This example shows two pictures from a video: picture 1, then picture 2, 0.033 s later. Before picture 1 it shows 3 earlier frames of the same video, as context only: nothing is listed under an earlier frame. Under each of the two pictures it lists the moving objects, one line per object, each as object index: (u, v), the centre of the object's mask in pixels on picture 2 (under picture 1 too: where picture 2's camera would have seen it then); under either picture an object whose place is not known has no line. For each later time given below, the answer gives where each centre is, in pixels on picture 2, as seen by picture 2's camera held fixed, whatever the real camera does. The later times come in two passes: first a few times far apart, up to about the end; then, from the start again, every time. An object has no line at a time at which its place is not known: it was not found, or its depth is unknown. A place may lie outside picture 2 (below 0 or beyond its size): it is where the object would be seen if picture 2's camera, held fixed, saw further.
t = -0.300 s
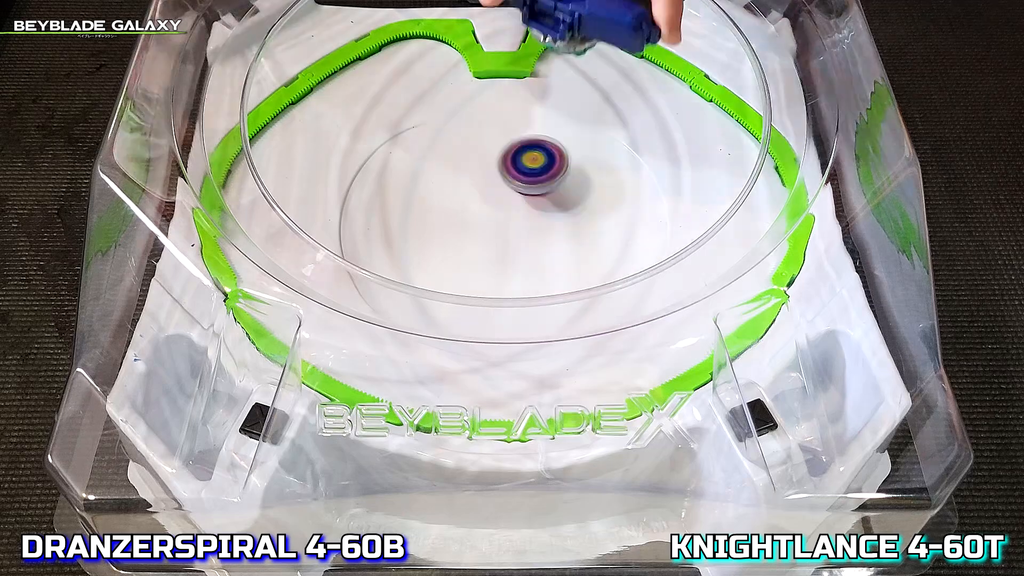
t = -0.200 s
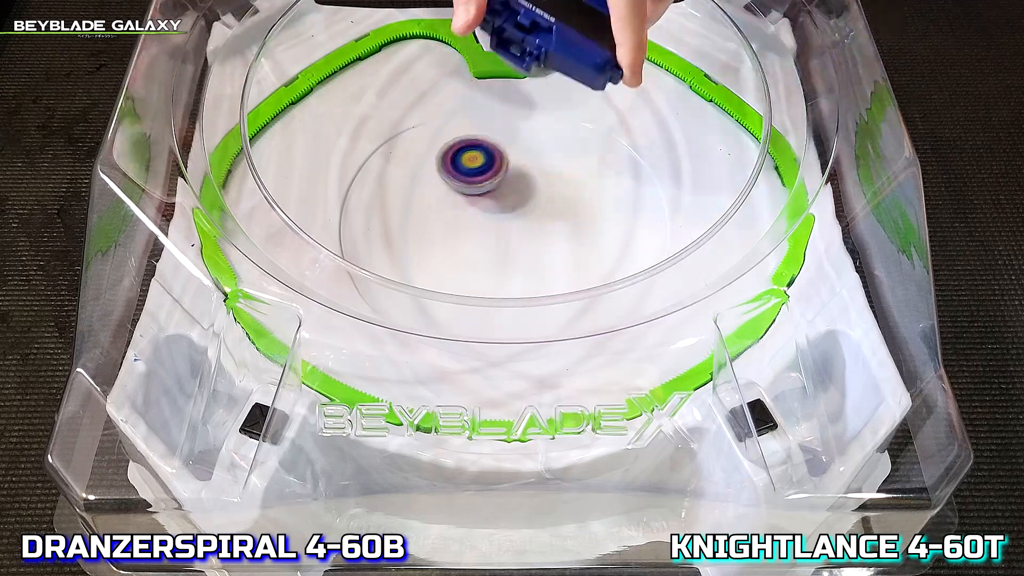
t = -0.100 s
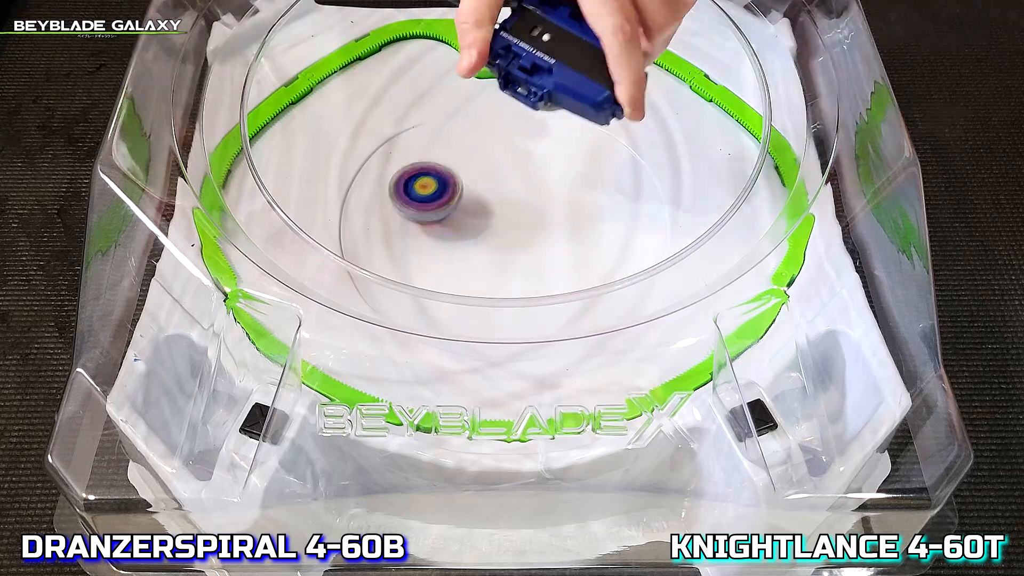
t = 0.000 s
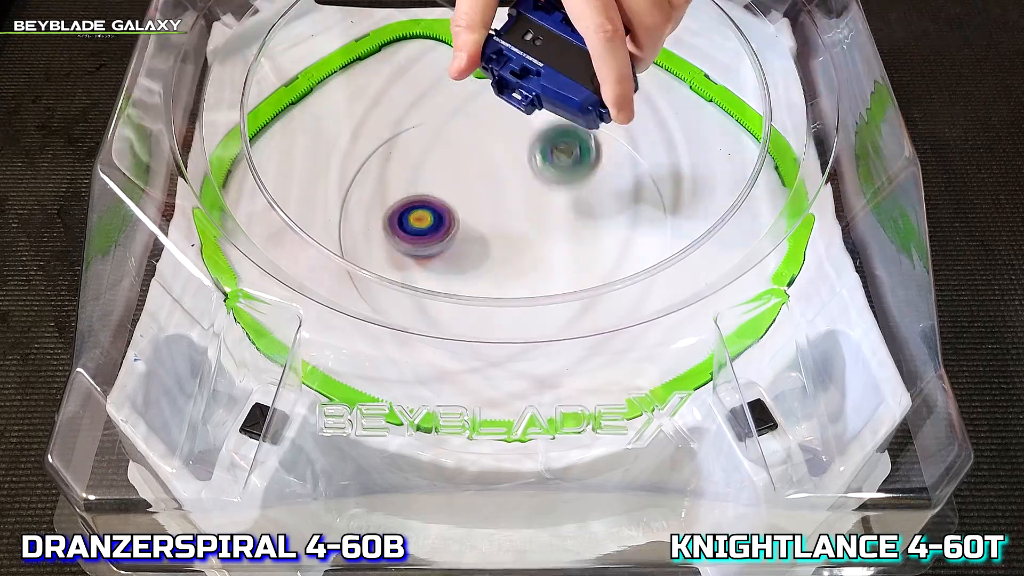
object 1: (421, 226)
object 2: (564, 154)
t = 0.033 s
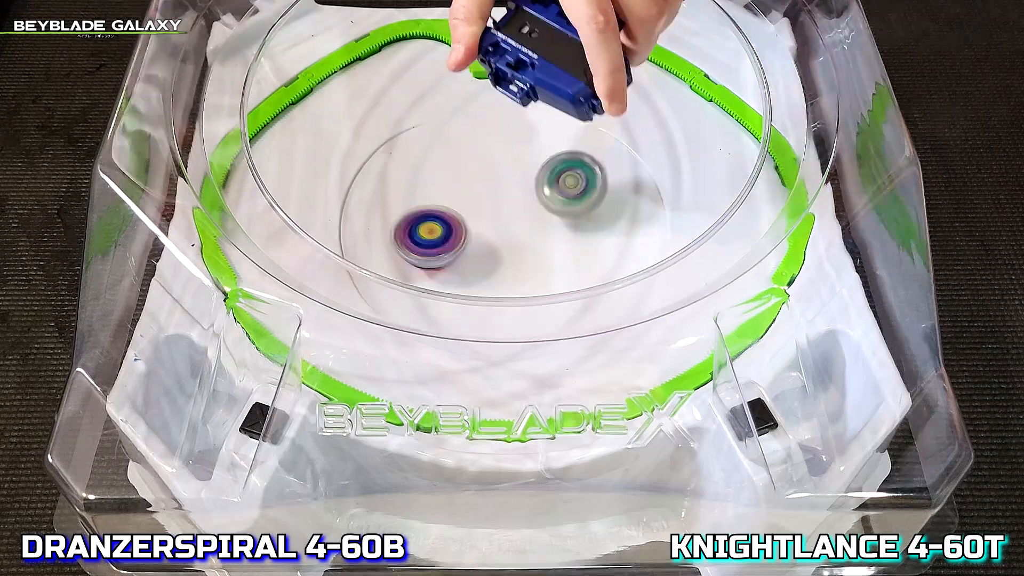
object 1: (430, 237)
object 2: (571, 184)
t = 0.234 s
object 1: (525, 272)
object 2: (631, 232)
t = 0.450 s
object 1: (431, 193)
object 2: (774, 195)
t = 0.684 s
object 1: (266, 141)
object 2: (501, 124)
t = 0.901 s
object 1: (241, 153)
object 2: (677, 167)
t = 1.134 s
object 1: (281, 198)
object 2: (721, 85)
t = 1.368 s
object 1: (323, 193)
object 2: (609, 141)
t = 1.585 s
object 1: (403, 192)
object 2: (556, 290)
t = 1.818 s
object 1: (513, 162)
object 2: (589, 351)
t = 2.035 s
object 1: (537, 127)
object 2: (611, 347)
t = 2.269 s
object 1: (524, 134)
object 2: (653, 286)
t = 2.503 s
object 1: (548, 146)
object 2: (686, 77)
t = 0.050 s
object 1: (437, 243)
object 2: (576, 183)
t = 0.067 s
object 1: (443, 249)
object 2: (581, 184)
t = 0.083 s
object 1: (450, 255)
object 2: (586, 189)
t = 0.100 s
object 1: (457, 261)
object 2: (590, 197)
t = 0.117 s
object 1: (464, 264)
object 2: (594, 207)
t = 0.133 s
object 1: (472, 268)
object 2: (599, 212)
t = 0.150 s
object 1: (480, 269)
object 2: (605, 214)
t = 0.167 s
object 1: (488, 271)
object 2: (610, 219)
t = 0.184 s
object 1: (498, 270)
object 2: (614, 224)
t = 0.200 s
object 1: (507, 271)
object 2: (620, 225)
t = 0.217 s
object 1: (516, 271)
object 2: (628, 231)
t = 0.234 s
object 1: (525, 272)
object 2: (631, 232)
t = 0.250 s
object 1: (533, 269)
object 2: (636, 233)
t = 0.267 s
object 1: (542, 267)
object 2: (640, 234)
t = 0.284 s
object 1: (550, 265)
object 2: (644, 233)
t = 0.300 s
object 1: (557, 262)
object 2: (648, 233)
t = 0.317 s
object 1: (564, 258)
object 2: (652, 232)
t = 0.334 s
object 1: (570, 253)
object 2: (656, 231)
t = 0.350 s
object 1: (574, 246)
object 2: (657, 229)
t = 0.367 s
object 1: (568, 240)
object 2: (665, 226)
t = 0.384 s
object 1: (536, 231)
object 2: (695, 221)
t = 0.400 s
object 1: (508, 222)
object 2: (728, 225)
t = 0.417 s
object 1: (480, 213)
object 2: (755, 223)
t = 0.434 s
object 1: (454, 203)
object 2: (781, 222)
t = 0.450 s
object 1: (431, 193)
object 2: (774, 195)
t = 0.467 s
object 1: (409, 184)
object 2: (755, 159)
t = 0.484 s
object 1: (390, 175)
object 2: (735, 135)
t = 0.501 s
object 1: (370, 167)
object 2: (722, 113)
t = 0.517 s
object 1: (355, 160)
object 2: (707, 97)
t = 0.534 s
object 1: (342, 154)
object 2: (692, 84)
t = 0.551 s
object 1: (332, 148)
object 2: (677, 74)
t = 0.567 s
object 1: (322, 144)
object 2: (663, 62)
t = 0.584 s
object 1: (313, 144)
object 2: (643, 46)
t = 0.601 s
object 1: (305, 147)
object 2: (620, 38)
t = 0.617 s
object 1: (297, 145)
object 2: (598, 32)
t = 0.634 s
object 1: (287, 141)
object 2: (575, 28)
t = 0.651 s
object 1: (281, 141)
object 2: (555, 28)
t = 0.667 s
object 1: (277, 143)
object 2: (530, 71)
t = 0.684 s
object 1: (266, 141)
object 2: (501, 124)
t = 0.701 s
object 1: (256, 140)
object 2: (470, 183)
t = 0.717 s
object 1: (249, 141)
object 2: (445, 239)
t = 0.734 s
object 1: (238, 138)
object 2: (414, 283)
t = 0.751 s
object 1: (234, 135)
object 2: (382, 337)
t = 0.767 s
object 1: (235, 137)
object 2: (363, 375)
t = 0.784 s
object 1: (239, 141)
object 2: (401, 352)
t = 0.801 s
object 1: (243, 147)
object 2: (440, 321)
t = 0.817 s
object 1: (243, 148)
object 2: (482, 293)
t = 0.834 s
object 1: (243, 150)
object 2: (525, 262)
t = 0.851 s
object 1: (244, 152)
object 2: (569, 231)
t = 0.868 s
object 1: (244, 152)
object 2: (609, 205)
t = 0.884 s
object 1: (243, 153)
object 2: (644, 185)
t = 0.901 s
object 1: (241, 153)
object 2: (677, 167)
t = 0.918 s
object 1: (238, 155)
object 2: (707, 156)
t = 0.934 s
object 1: (233, 154)
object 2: (735, 147)
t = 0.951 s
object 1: (229, 156)
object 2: (761, 143)
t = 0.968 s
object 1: (233, 159)
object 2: (782, 134)
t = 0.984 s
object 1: (241, 165)
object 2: (801, 115)
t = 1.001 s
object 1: (247, 172)
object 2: (807, 100)
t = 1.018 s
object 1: (251, 175)
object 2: (807, 87)
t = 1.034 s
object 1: (253, 179)
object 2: (799, 76)
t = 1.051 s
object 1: (263, 184)
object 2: (789, 69)
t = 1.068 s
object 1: (265, 186)
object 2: (776, 65)
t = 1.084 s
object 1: (271, 190)
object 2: (763, 66)
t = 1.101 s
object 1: (275, 193)
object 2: (750, 68)
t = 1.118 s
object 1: (279, 195)
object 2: (734, 76)
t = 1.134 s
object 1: (281, 198)
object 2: (721, 85)
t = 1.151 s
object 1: (285, 199)
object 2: (706, 98)
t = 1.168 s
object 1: (287, 200)
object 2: (697, 96)
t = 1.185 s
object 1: (290, 201)
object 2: (691, 88)
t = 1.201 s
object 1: (293, 201)
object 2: (684, 84)
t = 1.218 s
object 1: (296, 201)
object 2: (676, 83)
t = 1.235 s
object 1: (303, 198)
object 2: (668, 85)
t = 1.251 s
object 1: (305, 198)
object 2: (659, 89)
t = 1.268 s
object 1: (306, 197)
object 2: (650, 98)
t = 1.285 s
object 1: (309, 197)
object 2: (639, 109)
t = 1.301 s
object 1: (310, 197)
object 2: (630, 120)
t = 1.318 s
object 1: (313, 196)
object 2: (626, 121)
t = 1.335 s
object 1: (316, 195)
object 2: (621, 125)
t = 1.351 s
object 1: (319, 194)
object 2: (615, 132)
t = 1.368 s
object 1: (323, 193)
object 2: (609, 141)
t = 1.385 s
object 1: (326, 191)
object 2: (603, 154)
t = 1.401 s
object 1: (330, 189)
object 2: (595, 172)
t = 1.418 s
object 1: (334, 188)
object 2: (589, 186)
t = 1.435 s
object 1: (338, 186)
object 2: (584, 195)
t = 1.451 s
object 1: (342, 184)
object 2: (579, 207)
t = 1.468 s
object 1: (346, 184)
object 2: (574, 221)
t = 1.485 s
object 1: (354, 185)
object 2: (570, 230)
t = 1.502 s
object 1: (361, 185)
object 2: (565, 242)
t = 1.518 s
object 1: (369, 186)
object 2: (562, 252)
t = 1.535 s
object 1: (377, 187)
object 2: (560, 262)
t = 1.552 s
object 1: (385, 189)
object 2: (557, 269)
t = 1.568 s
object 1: (393, 190)
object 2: (555, 274)
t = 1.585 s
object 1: (403, 192)
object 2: (556, 290)
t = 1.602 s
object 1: (413, 193)
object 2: (558, 303)
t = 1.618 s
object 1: (422, 193)
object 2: (560, 307)
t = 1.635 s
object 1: (431, 194)
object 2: (562, 312)
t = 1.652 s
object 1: (440, 194)
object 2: (566, 323)
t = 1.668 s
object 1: (449, 193)
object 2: (568, 323)
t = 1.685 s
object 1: (458, 192)
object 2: (570, 317)
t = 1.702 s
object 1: (466, 190)
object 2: (573, 324)
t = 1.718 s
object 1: (474, 187)
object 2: (574, 327)
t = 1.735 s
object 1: (482, 183)
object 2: (576, 329)
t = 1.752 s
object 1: (489, 179)
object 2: (578, 330)
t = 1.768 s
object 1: (497, 175)
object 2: (581, 332)
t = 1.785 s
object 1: (502, 170)
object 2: (582, 339)
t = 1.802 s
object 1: (508, 166)
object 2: (586, 347)
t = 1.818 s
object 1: (513, 162)
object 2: (589, 351)
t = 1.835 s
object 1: (518, 156)
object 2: (593, 361)
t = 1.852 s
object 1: (524, 152)
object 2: (595, 367)
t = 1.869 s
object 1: (527, 148)
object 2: (600, 370)
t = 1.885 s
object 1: (530, 144)
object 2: (604, 371)
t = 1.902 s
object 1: (533, 141)
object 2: (606, 369)
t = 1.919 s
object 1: (535, 138)
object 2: (607, 367)
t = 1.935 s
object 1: (537, 136)
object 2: (608, 366)
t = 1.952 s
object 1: (538, 133)
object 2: (610, 361)
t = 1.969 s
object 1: (539, 132)
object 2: (610, 354)
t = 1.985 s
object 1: (538, 130)
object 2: (610, 353)
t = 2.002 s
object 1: (537, 130)
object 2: (611, 349)
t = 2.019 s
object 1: (537, 128)
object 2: (611, 347)
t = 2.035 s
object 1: (537, 127)
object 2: (611, 347)
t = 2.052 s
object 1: (537, 126)
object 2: (611, 346)
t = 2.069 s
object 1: (536, 126)
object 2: (611, 347)
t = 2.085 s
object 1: (535, 126)
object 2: (611, 347)
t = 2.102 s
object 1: (534, 127)
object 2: (611, 349)
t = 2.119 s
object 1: (533, 127)
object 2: (610, 351)
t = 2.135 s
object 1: (531, 128)
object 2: (609, 354)
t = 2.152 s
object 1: (530, 130)
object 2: (609, 361)
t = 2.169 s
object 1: (528, 131)
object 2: (607, 364)
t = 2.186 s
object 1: (527, 132)
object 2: (606, 367)
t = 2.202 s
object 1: (525, 133)
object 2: (604, 371)
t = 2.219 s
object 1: (525, 133)
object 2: (616, 360)
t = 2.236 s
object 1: (524, 134)
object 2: (628, 331)
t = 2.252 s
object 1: (524, 134)
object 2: (643, 307)
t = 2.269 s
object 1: (524, 134)
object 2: (653, 286)
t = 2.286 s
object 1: (525, 134)
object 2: (665, 270)
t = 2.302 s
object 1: (526, 134)
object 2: (672, 243)
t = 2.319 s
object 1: (526, 135)
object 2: (677, 223)
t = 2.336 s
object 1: (528, 135)
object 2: (686, 207)
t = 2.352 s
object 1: (530, 136)
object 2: (691, 190)
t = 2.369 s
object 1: (531, 137)
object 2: (695, 172)
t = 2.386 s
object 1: (533, 137)
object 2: (698, 157)
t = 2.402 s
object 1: (534, 138)
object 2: (700, 143)
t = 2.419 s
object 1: (536, 139)
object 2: (700, 128)
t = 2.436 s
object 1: (539, 140)
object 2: (700, 117)
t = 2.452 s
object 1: (541, 141)
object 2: (698, 104)
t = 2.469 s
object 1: (544, 143)
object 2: (696, 94)
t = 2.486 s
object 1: (546, 144)
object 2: (691, 85)
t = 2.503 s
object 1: (548, 146)
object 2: (686, 77)
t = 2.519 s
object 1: (551, 148)
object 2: (680, 70)
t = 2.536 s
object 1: (553, 150)
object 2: (673, 63)
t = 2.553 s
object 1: (556, 152)
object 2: (664, 58)
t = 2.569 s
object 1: (558, 154)
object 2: (654, 54)
